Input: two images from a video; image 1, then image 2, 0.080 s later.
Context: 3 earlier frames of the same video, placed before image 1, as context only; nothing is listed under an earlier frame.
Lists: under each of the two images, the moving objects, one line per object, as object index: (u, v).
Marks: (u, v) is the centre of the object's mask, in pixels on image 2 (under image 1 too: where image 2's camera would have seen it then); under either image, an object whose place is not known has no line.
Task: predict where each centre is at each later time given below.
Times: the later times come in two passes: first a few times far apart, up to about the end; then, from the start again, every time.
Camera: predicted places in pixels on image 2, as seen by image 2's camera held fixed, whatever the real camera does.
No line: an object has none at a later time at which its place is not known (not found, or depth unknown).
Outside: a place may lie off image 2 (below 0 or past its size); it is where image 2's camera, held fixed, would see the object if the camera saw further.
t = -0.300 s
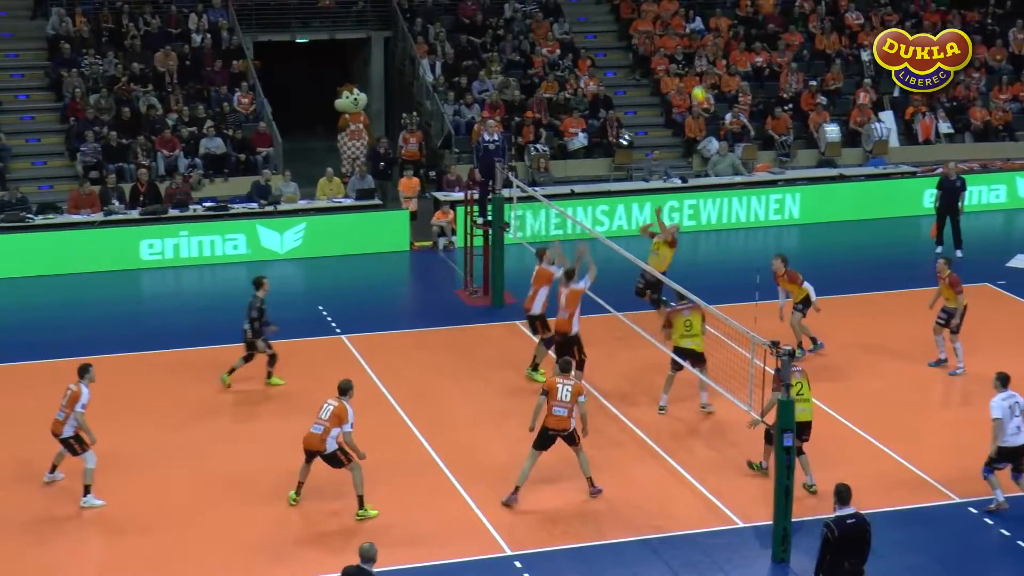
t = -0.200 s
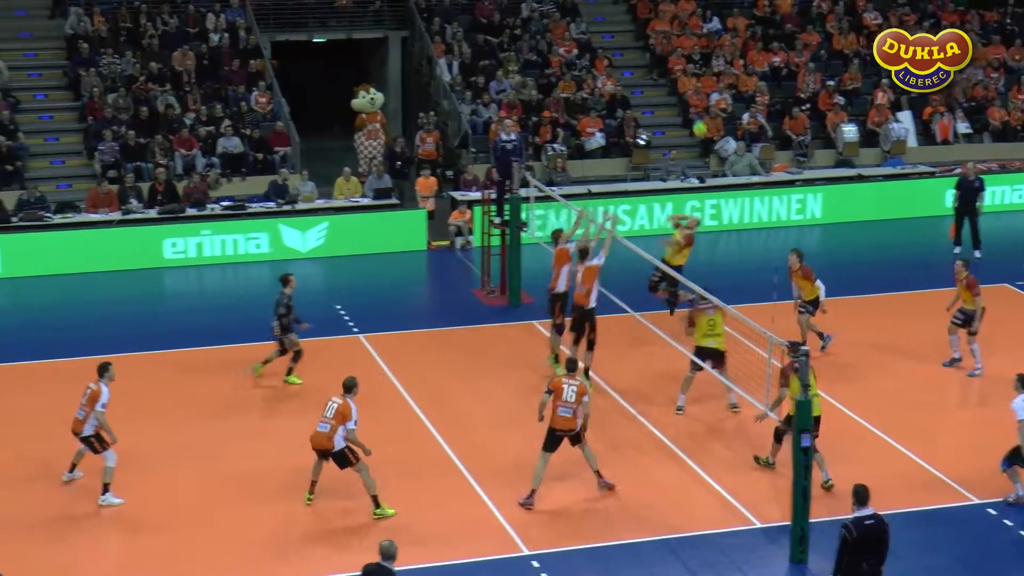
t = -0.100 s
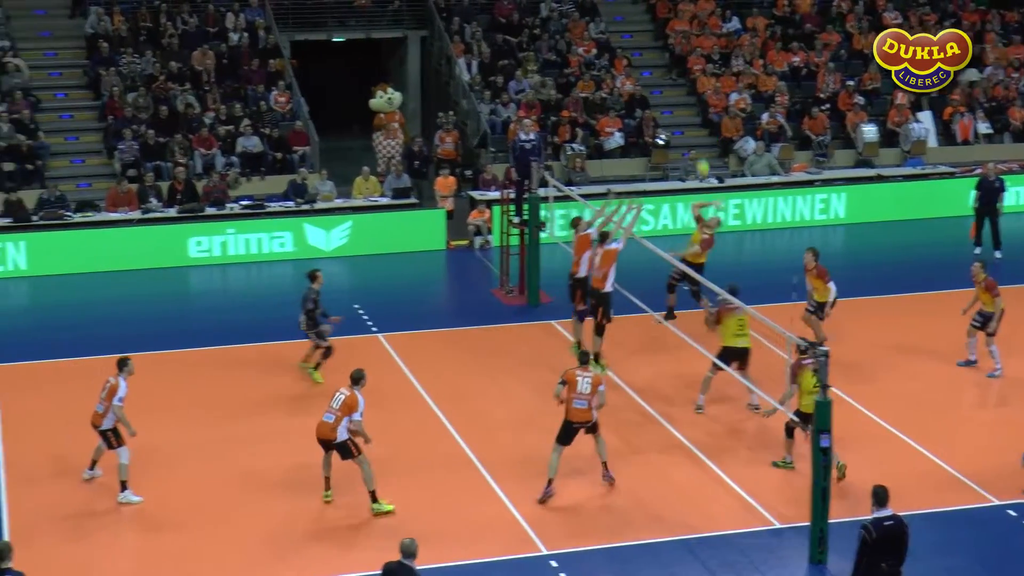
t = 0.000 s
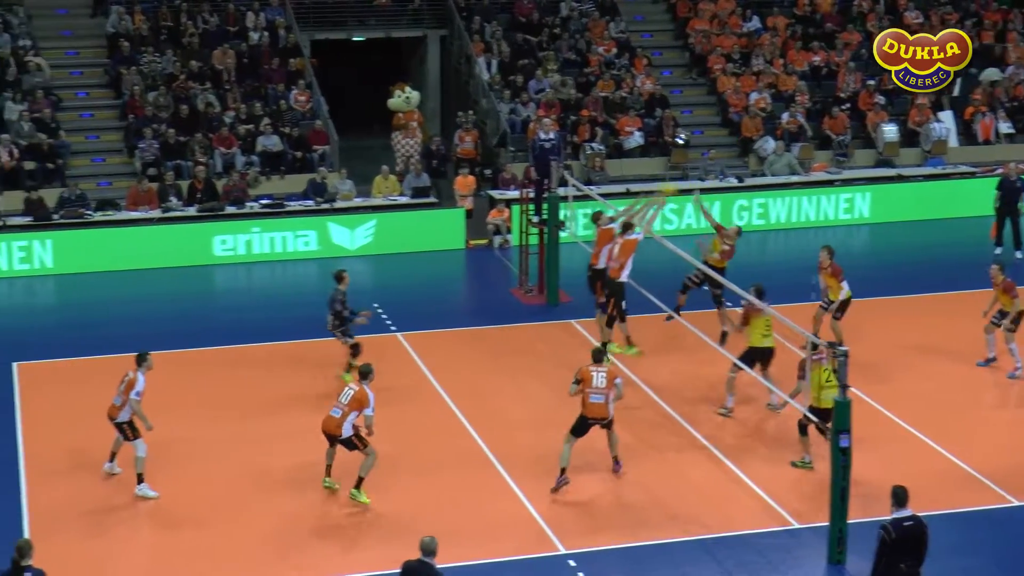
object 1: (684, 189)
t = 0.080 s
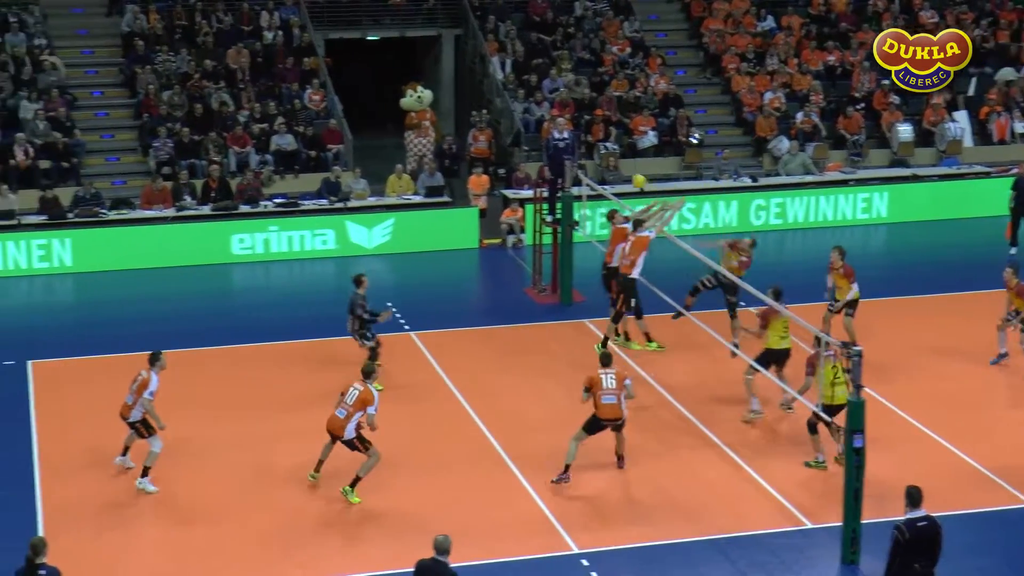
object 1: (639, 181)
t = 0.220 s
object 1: (586, 169)
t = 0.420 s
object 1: (510, 174)
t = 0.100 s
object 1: (631, 178)
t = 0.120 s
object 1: (624, 176)
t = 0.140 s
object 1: (616, 174)
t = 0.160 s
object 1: (608, 172)
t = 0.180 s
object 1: (601, 171)
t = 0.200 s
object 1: (593, 170)
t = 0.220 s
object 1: (586, 169)
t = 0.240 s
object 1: (578, 167)
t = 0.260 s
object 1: (570, 167)
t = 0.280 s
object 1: (562, 166)
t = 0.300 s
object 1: (555, 167)
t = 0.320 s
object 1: (547, 168)
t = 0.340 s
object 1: (540, 168)
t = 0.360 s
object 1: (533, 170)
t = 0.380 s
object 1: (525, 171)
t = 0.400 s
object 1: (518, 173)
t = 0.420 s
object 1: (510, 174)
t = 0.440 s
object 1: (503, 176)
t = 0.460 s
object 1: (496, 179)
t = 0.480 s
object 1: (488, 181)
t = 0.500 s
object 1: (481, 185)
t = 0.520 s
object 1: (472, 188)
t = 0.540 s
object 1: (464, 192)
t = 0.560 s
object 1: (457, 195)
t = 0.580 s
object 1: (450, 200)
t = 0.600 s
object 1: (441, 204)
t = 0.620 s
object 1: (433, 209)
